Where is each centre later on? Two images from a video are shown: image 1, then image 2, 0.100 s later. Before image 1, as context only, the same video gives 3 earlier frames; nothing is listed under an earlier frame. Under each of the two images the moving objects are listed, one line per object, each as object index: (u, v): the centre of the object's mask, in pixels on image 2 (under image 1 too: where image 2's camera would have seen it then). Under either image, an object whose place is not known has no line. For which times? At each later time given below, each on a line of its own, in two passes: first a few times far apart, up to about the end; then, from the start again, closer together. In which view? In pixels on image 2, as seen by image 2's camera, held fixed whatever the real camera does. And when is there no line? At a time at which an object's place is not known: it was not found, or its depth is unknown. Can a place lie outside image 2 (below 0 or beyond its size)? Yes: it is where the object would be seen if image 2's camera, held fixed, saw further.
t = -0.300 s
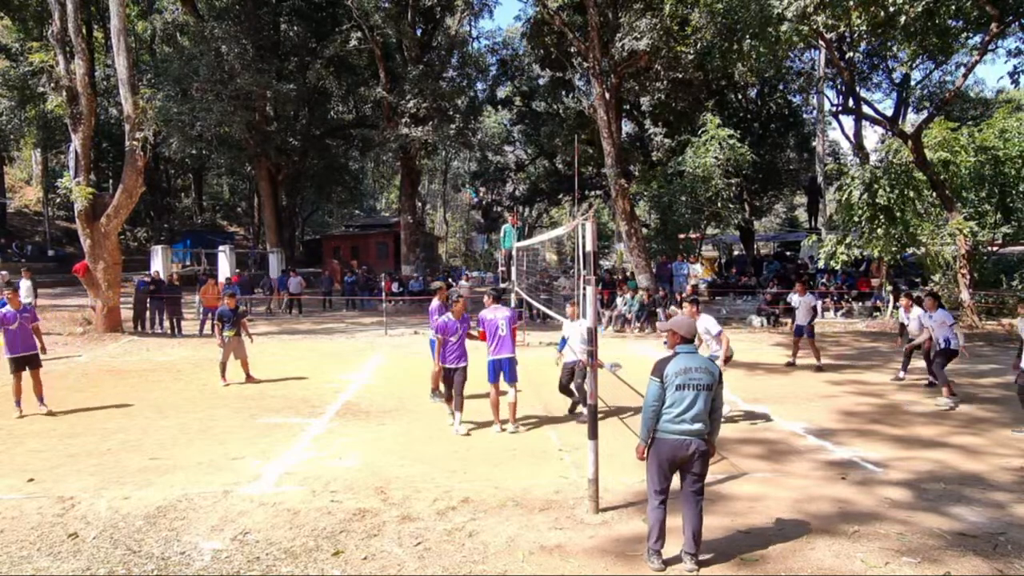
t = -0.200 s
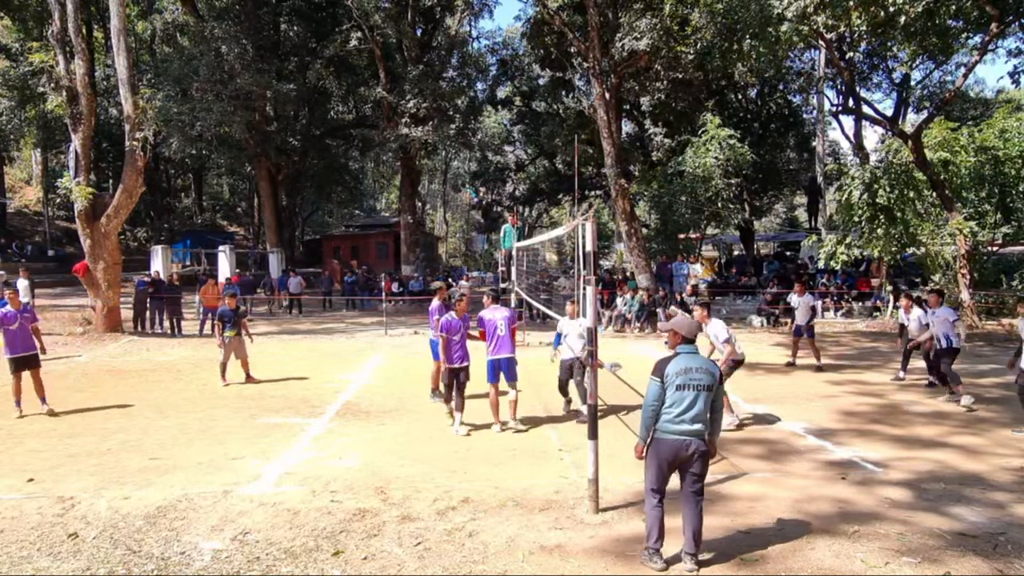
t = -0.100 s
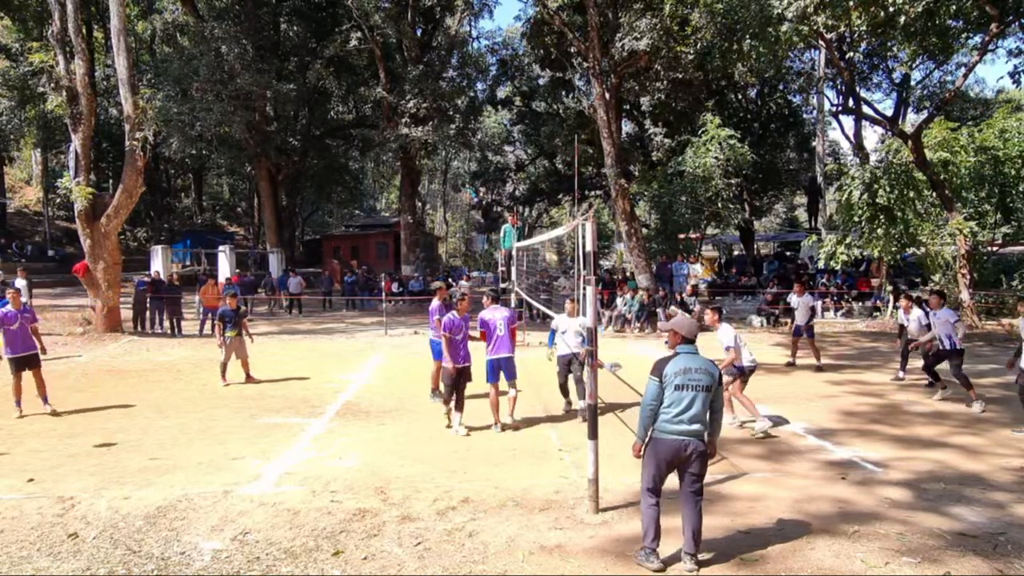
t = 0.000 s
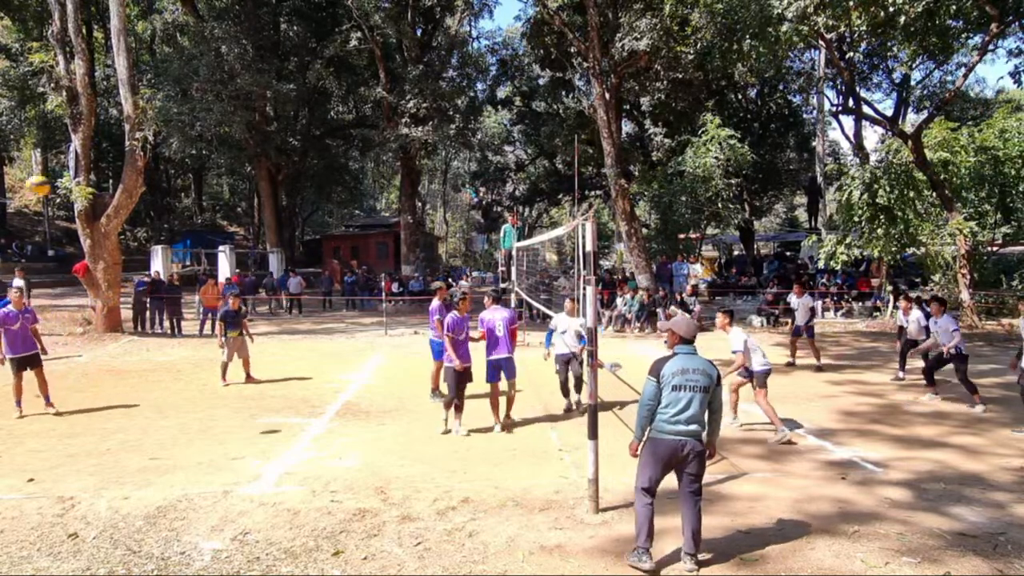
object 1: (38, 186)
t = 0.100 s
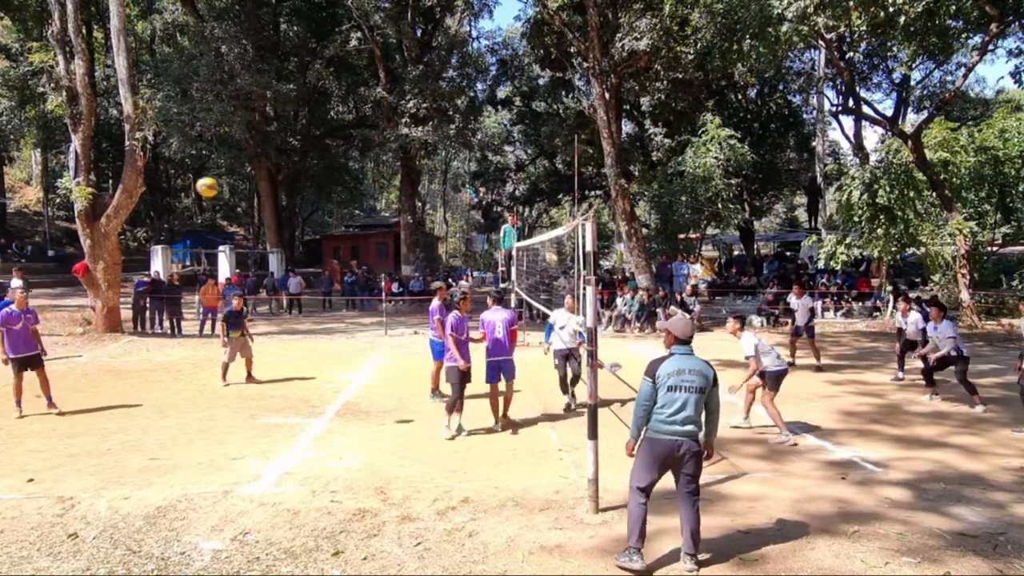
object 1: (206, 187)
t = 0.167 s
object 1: (304, 194)
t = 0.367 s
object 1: (543, 234)
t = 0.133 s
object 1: (257, 190)
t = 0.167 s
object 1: (304, 194)
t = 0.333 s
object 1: (512, 226)
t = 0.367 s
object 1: (543, 234)
